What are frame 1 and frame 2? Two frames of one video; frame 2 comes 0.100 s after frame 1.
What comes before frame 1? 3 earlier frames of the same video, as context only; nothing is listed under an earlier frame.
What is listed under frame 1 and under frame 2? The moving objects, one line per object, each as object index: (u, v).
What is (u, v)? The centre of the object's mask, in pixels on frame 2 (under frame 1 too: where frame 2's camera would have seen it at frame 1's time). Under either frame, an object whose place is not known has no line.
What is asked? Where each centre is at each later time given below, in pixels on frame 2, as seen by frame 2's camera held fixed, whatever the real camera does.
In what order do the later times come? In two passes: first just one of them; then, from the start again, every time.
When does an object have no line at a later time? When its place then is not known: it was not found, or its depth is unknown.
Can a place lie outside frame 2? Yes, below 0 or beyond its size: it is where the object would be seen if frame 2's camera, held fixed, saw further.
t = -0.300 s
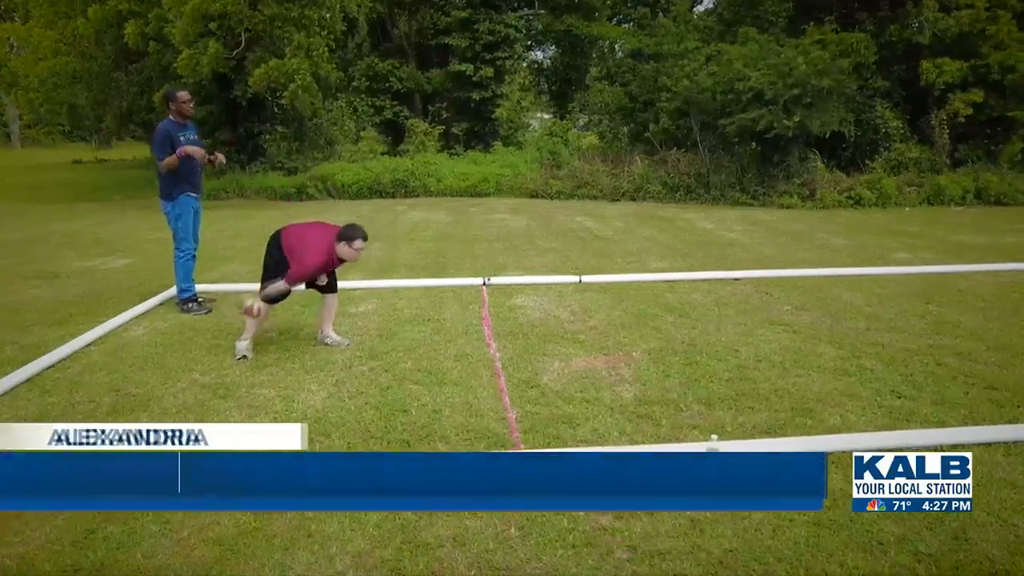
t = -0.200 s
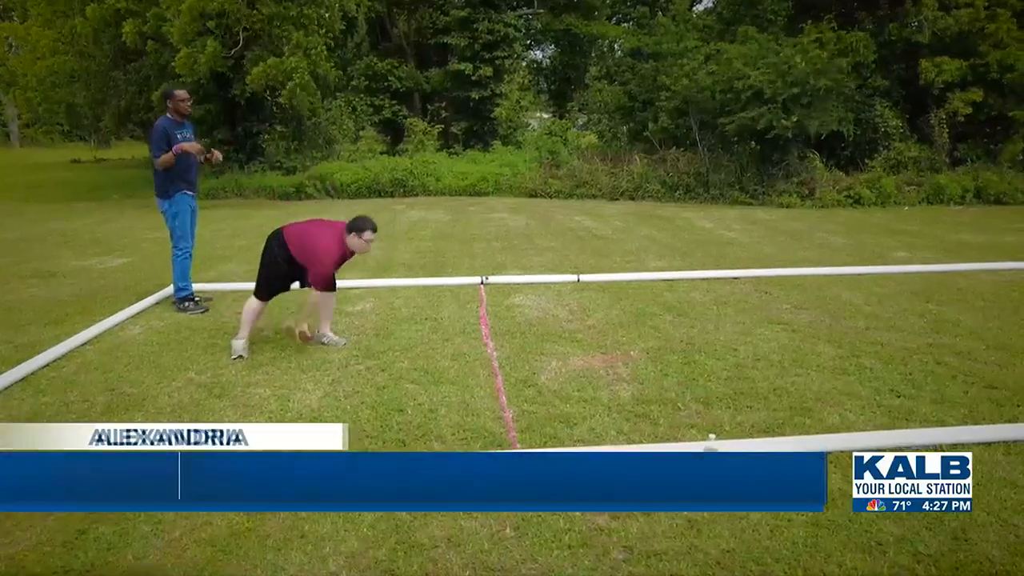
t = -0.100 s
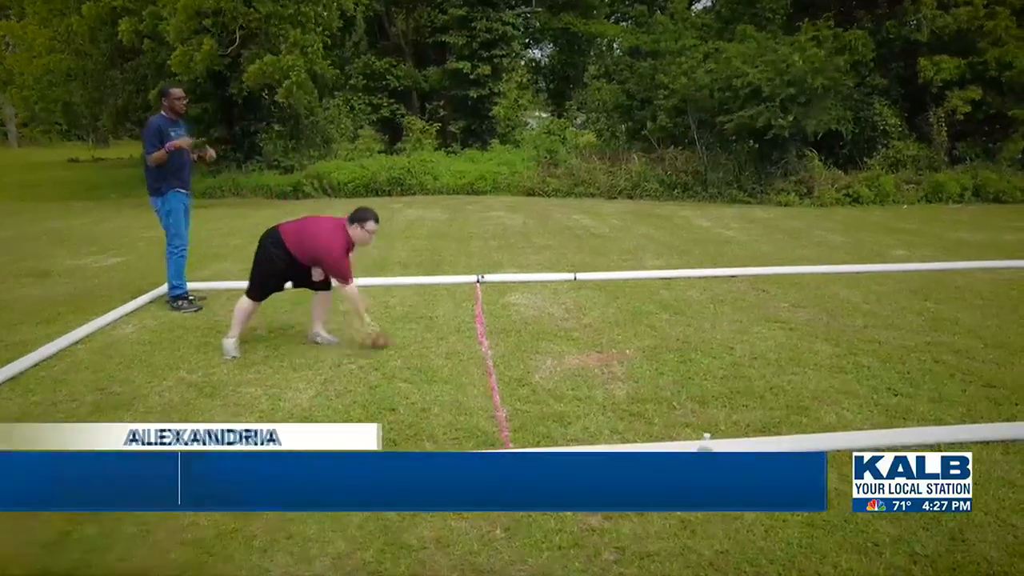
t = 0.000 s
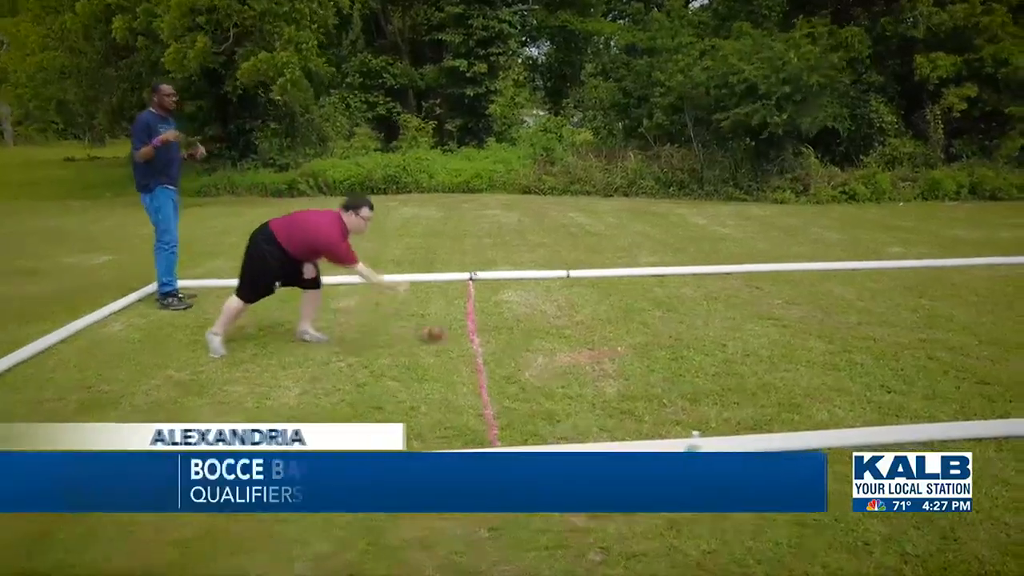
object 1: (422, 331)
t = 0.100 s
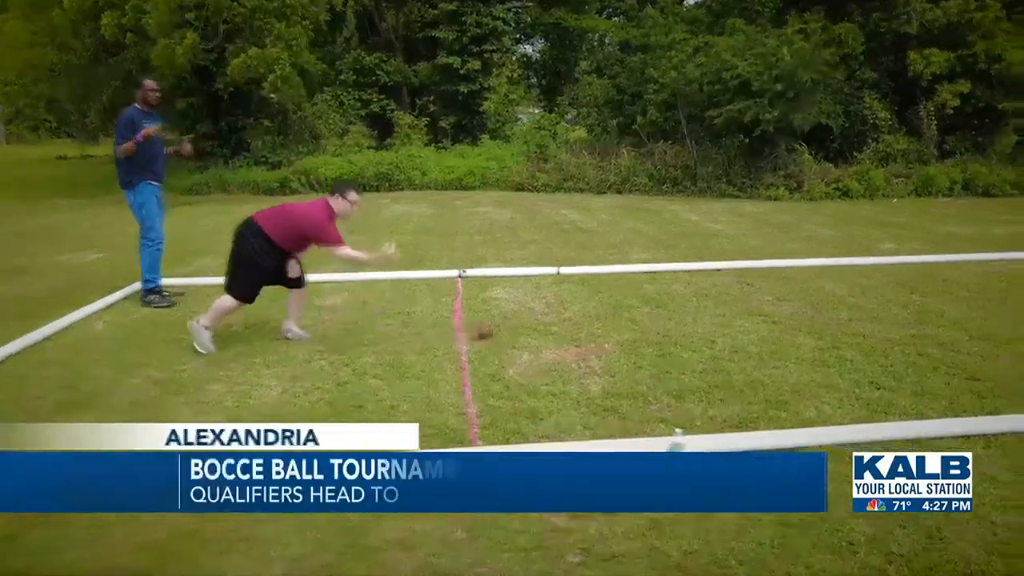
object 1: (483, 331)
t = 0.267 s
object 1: (565, 324)
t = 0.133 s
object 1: (499, 329)
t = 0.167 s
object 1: (518, 326)
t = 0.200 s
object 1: (535, 320)
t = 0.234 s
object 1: (550, 323)
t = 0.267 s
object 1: (565, 324)
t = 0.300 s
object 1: (582, 329)
